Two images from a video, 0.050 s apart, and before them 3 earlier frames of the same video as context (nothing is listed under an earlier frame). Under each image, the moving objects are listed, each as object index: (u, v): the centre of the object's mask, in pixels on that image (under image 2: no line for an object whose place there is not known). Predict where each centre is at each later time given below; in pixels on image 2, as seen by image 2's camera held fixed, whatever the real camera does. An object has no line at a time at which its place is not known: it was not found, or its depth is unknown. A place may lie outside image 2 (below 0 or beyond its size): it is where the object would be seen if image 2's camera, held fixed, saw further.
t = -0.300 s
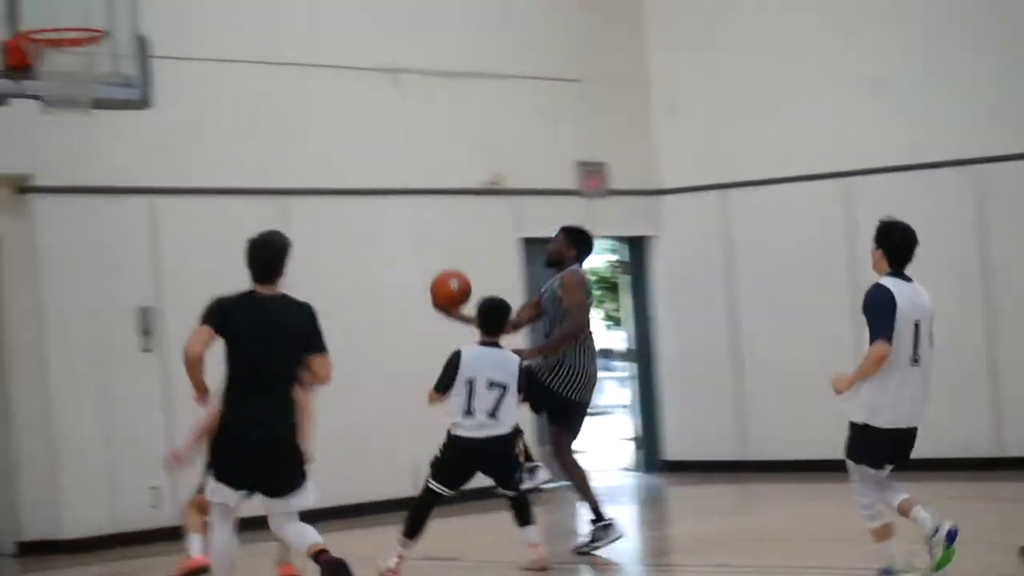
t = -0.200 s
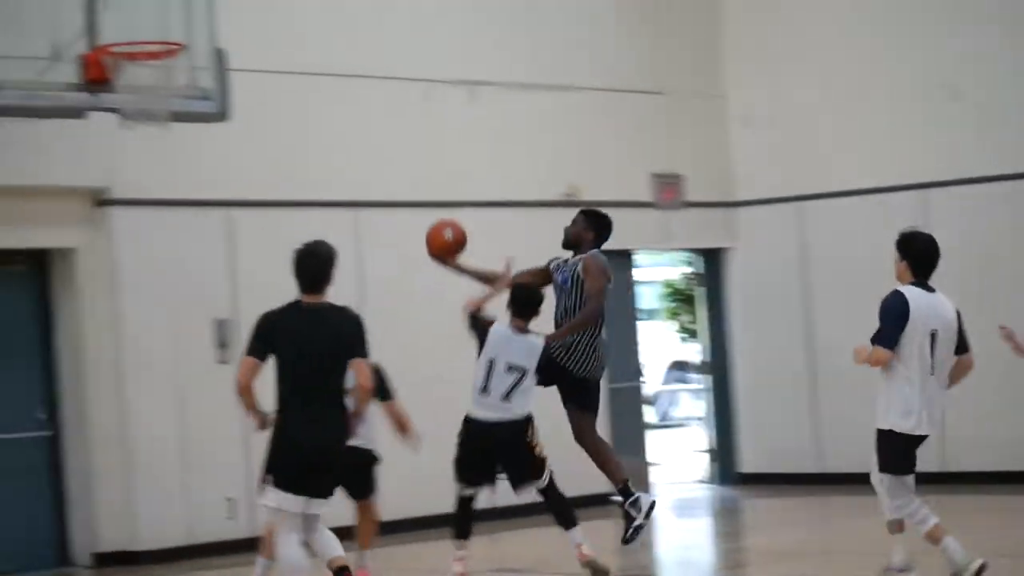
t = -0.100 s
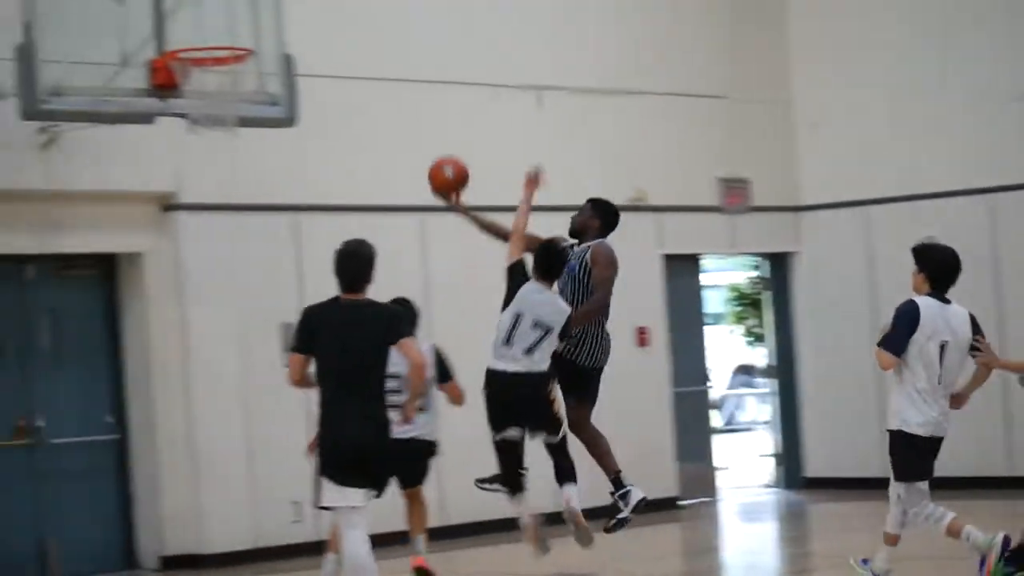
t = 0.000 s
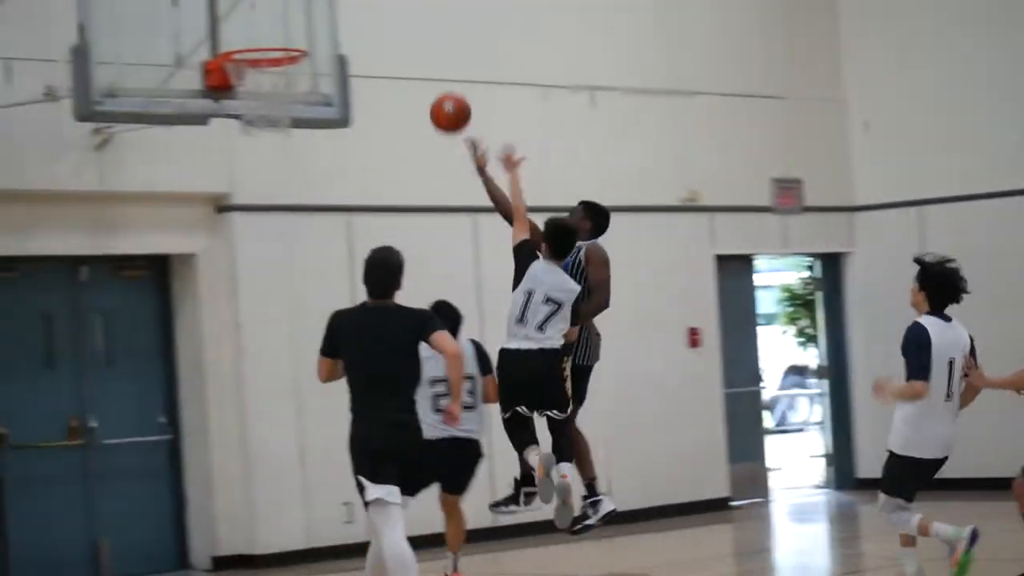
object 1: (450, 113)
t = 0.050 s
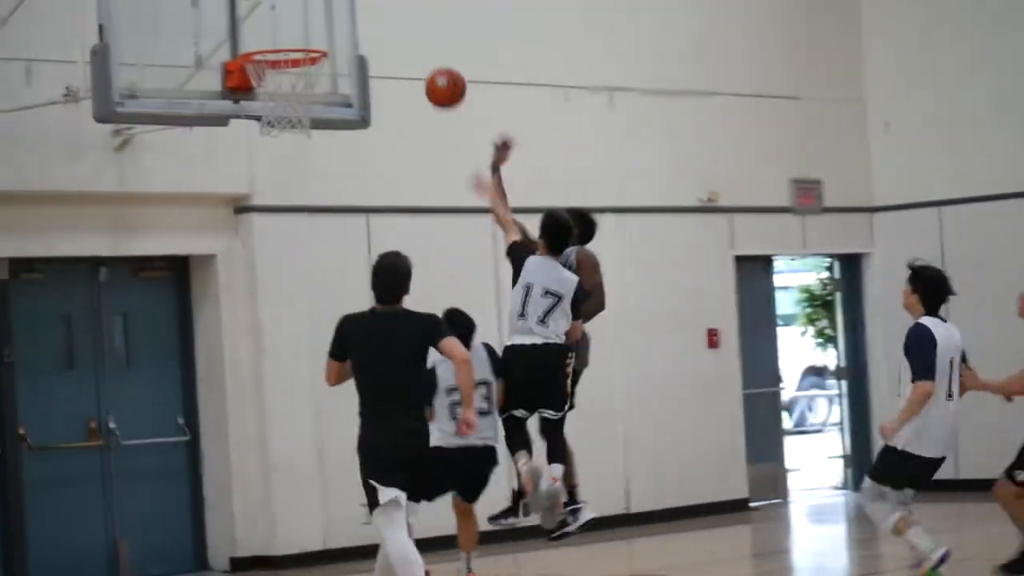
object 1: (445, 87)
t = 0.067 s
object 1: (436, 80)
